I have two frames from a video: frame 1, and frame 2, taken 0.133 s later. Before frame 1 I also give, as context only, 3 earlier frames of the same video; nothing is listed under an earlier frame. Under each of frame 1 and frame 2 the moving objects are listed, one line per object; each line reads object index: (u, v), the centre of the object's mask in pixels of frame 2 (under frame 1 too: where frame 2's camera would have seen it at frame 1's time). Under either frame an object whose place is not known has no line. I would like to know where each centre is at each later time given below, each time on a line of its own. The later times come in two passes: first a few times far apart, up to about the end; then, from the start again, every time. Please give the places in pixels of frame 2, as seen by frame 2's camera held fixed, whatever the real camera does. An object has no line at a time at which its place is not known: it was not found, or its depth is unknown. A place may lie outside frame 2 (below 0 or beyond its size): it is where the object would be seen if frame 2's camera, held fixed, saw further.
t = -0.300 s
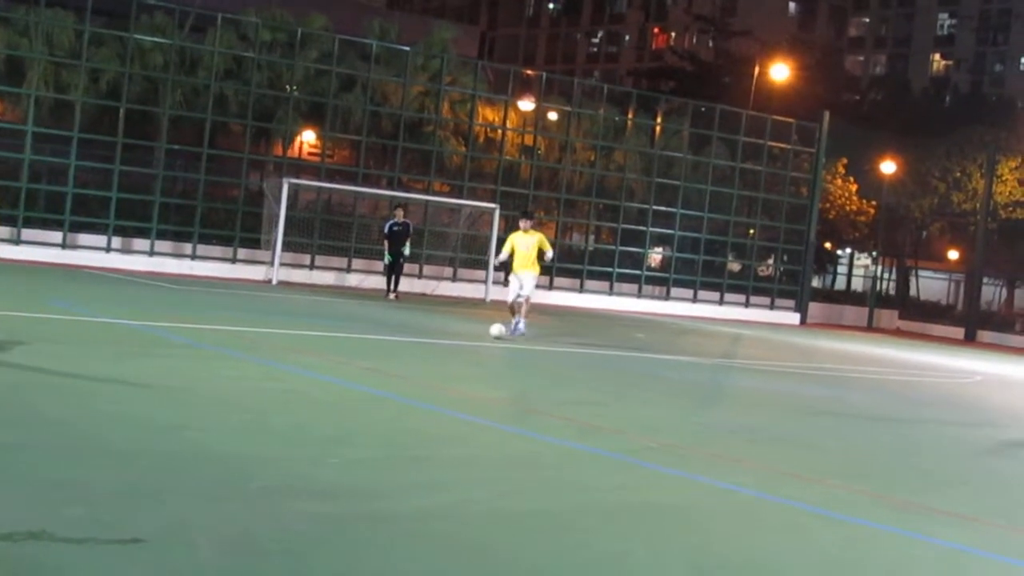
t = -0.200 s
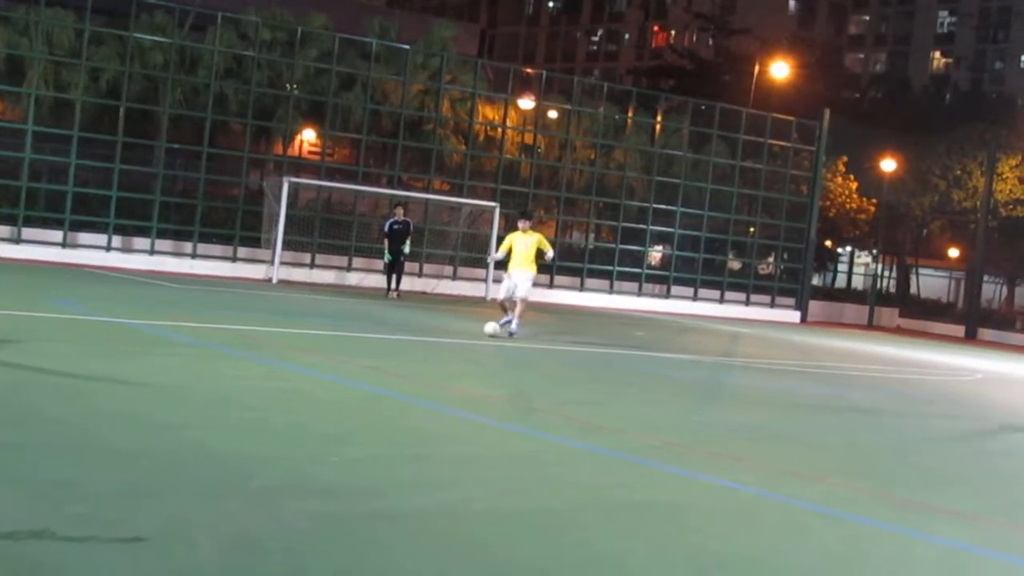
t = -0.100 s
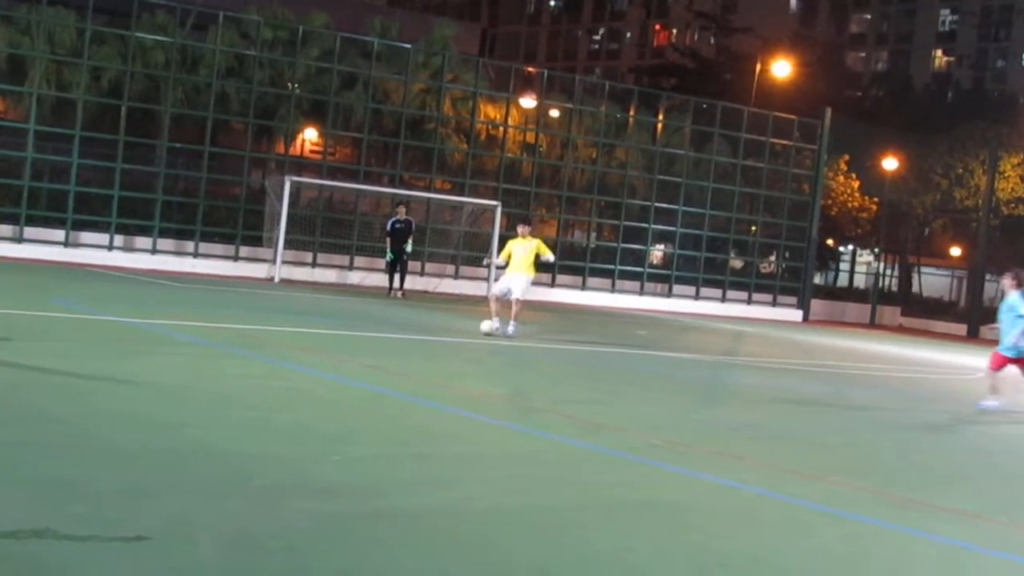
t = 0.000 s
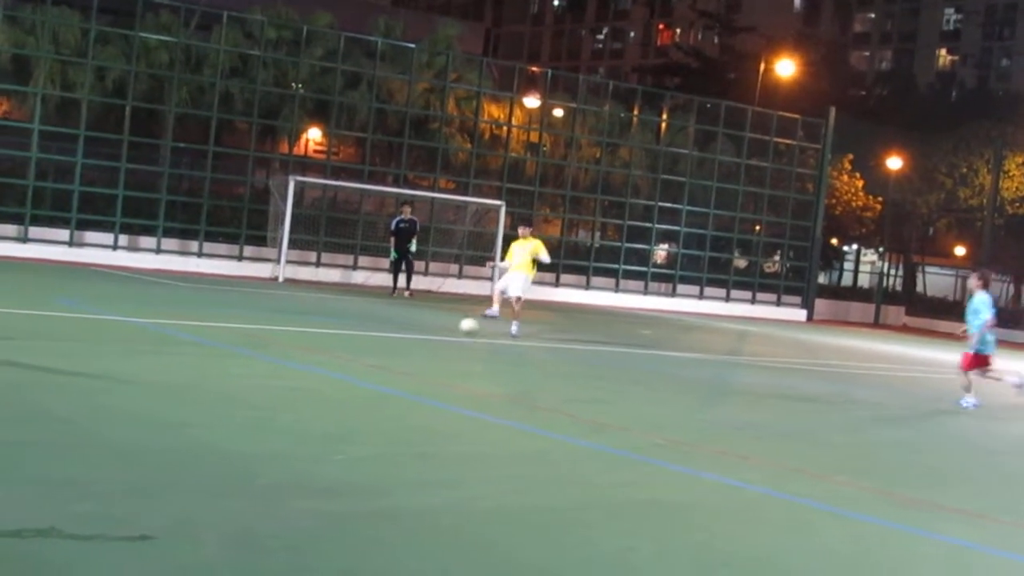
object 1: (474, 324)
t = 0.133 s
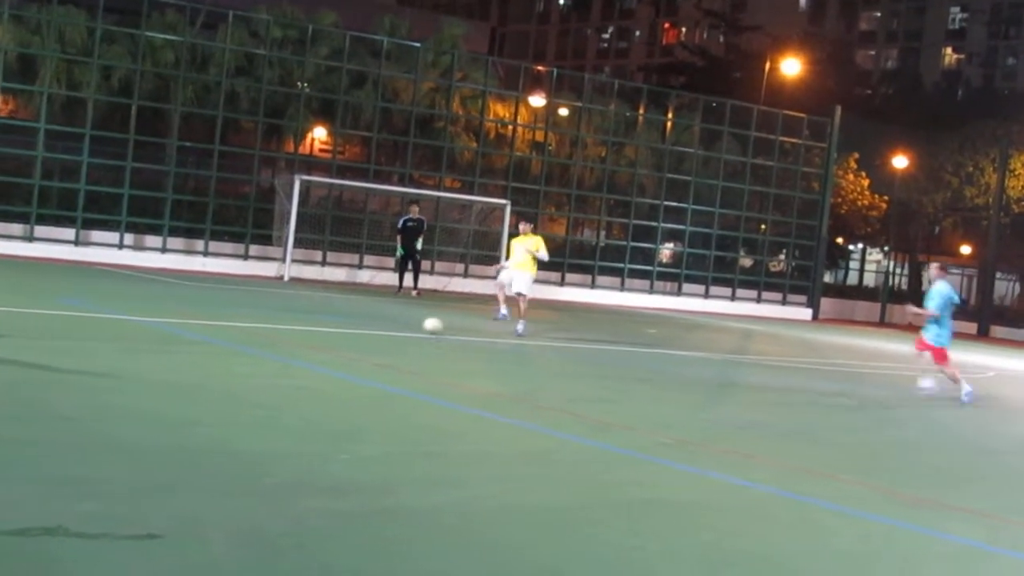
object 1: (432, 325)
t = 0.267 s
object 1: (391, 328)
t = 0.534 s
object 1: (312, 332)
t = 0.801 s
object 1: (229, 336)
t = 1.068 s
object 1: (134, 338)
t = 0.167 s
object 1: (422, 326)
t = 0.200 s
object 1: (411, 328)
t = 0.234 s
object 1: (400, 328)
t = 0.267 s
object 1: (391, 328)
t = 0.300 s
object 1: (381, 328)
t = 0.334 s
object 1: (370, 329)
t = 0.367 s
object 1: (360, 329)
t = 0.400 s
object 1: (351, 329)
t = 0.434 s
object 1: (341, 330)
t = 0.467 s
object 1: (331, 331)
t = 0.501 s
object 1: (322, 331)
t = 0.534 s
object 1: (312, 332)
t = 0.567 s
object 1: (302, 333)
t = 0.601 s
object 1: (293, 333)
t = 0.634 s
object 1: (282, 334)
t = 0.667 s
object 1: (272, 335)
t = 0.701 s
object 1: (262, 335)
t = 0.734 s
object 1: (251, 335)
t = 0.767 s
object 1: (241, 335)
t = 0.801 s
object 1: (229, 336)
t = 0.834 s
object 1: (219, 336)
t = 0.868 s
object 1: (208, 336)
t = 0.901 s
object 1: (196, 336)
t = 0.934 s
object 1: (184, 337)
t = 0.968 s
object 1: (172, 337)
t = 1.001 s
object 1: (159, 338)
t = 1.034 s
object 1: (147, 338)
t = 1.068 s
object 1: (134, 338)
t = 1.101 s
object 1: (121, 339)
